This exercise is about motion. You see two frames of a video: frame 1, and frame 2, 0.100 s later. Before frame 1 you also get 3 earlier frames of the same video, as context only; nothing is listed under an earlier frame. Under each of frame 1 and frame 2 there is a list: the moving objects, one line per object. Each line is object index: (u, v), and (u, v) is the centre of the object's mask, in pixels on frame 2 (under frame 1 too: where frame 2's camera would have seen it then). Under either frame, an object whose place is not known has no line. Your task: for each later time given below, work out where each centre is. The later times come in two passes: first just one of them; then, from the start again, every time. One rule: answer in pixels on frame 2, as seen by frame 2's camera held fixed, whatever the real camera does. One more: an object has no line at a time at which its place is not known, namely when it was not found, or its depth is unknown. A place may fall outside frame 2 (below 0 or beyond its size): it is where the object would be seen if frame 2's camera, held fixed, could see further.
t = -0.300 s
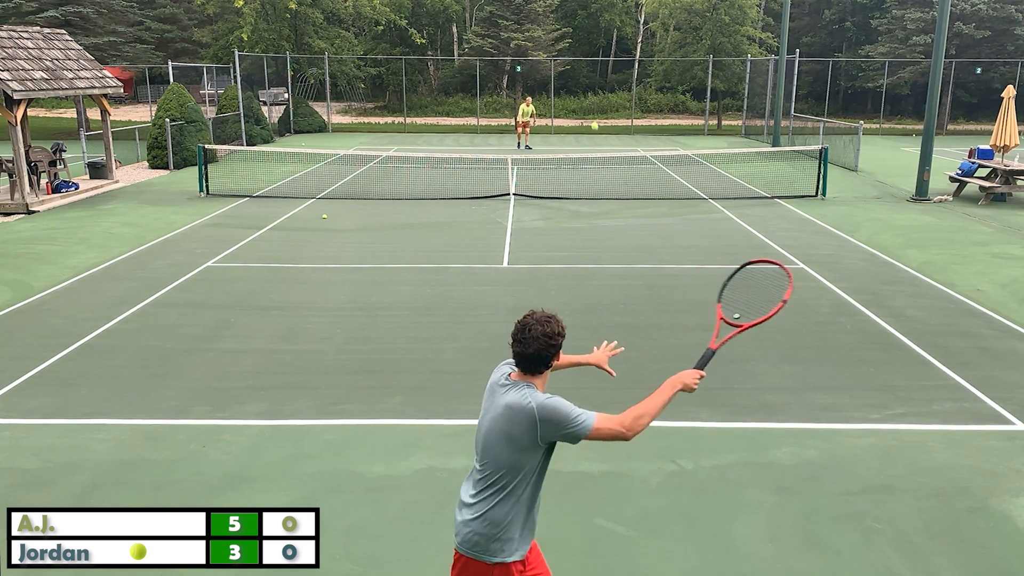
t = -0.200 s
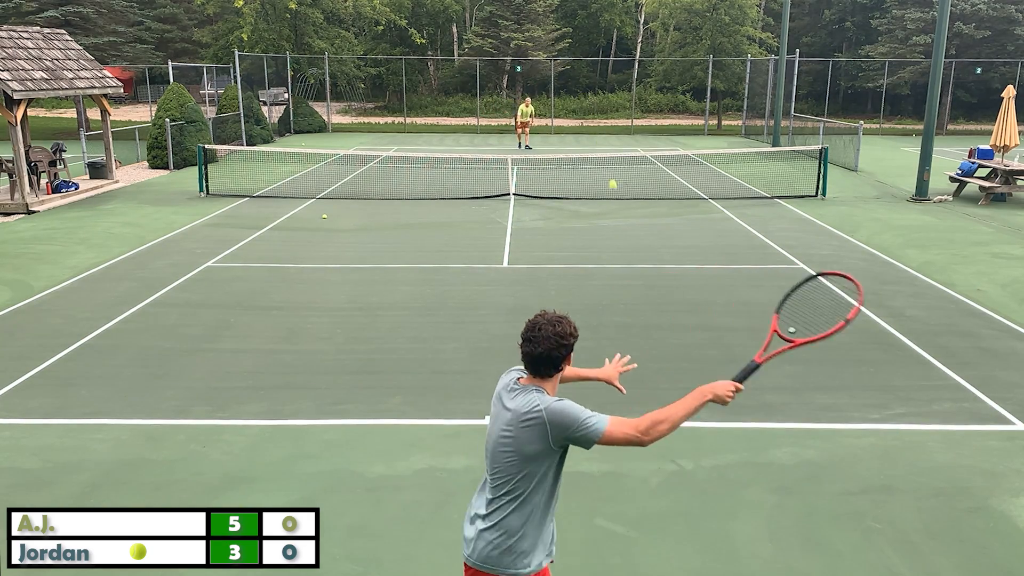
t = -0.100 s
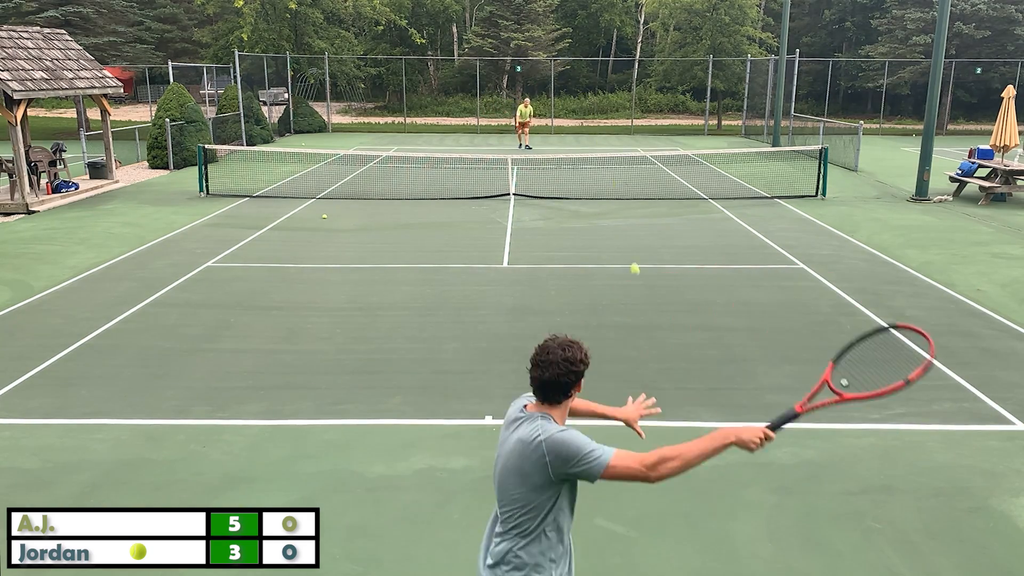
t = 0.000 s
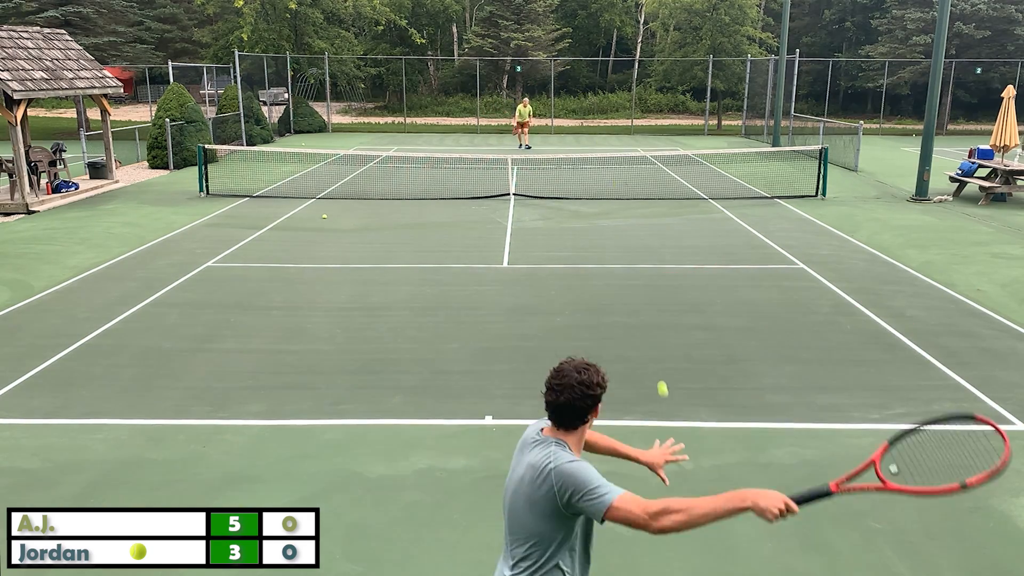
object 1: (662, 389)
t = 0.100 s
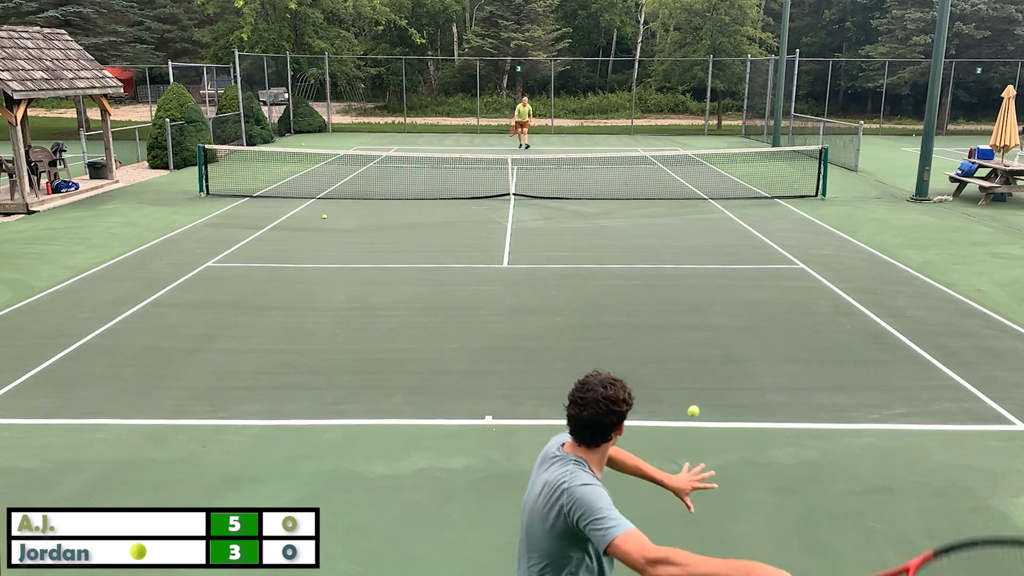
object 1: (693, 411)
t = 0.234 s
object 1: (744, 369)
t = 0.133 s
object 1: (704, 399)
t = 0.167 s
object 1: (716, 388)
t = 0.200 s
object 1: (729, 379)
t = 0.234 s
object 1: (744, 369)
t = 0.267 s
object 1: (759, 362)
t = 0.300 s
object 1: (775, 356)
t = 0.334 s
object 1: (793, 351)
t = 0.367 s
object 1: (813, 349)
